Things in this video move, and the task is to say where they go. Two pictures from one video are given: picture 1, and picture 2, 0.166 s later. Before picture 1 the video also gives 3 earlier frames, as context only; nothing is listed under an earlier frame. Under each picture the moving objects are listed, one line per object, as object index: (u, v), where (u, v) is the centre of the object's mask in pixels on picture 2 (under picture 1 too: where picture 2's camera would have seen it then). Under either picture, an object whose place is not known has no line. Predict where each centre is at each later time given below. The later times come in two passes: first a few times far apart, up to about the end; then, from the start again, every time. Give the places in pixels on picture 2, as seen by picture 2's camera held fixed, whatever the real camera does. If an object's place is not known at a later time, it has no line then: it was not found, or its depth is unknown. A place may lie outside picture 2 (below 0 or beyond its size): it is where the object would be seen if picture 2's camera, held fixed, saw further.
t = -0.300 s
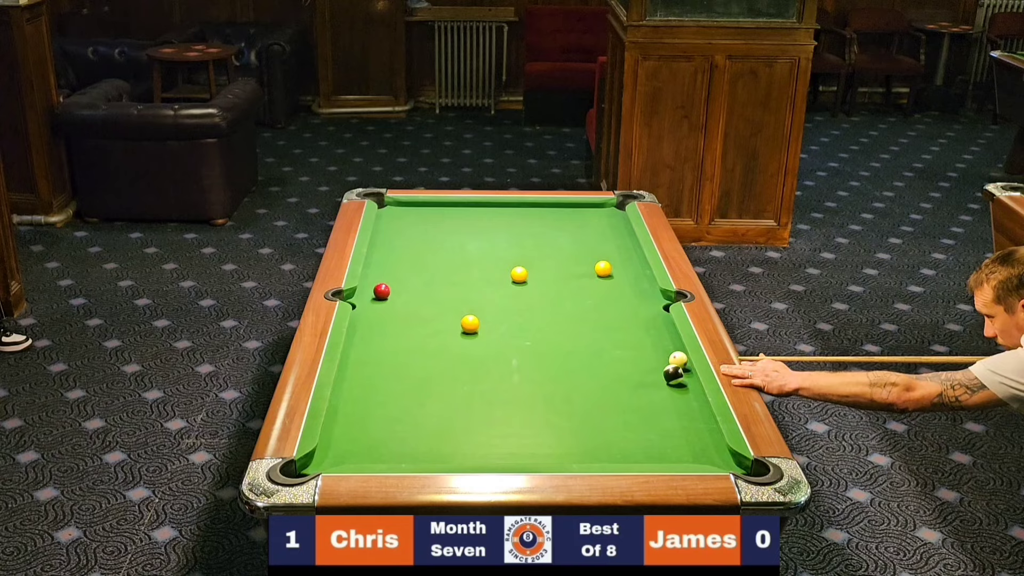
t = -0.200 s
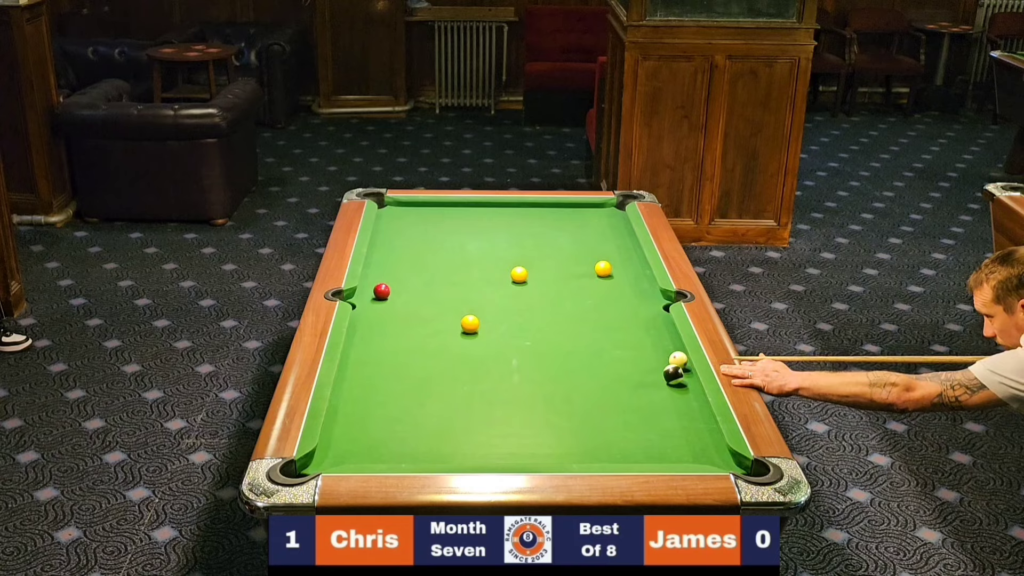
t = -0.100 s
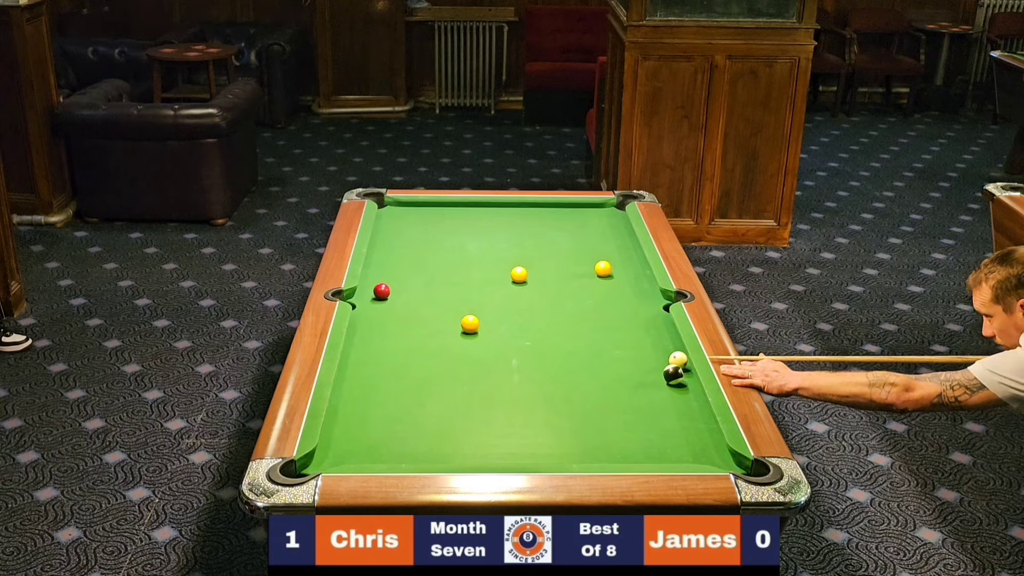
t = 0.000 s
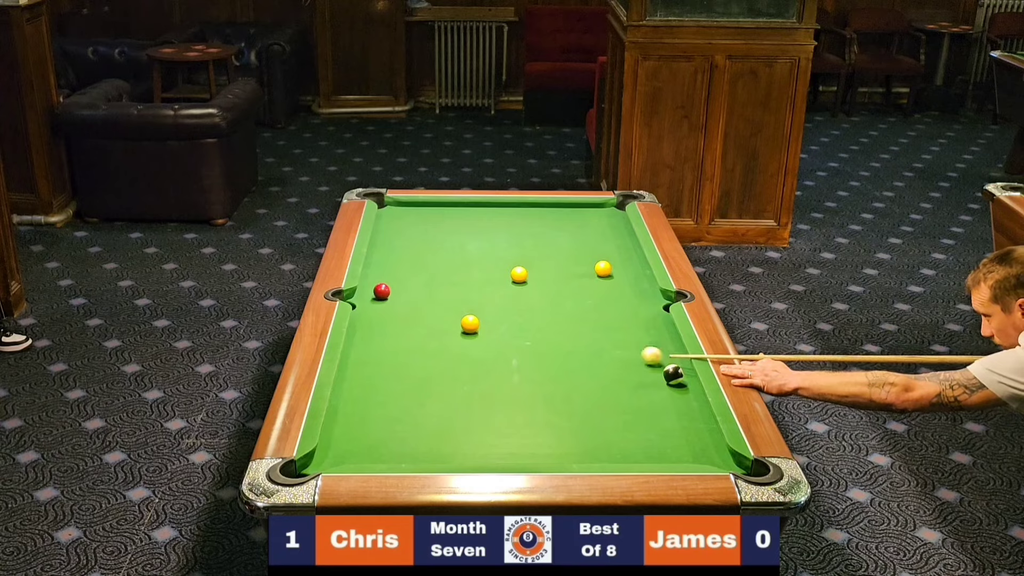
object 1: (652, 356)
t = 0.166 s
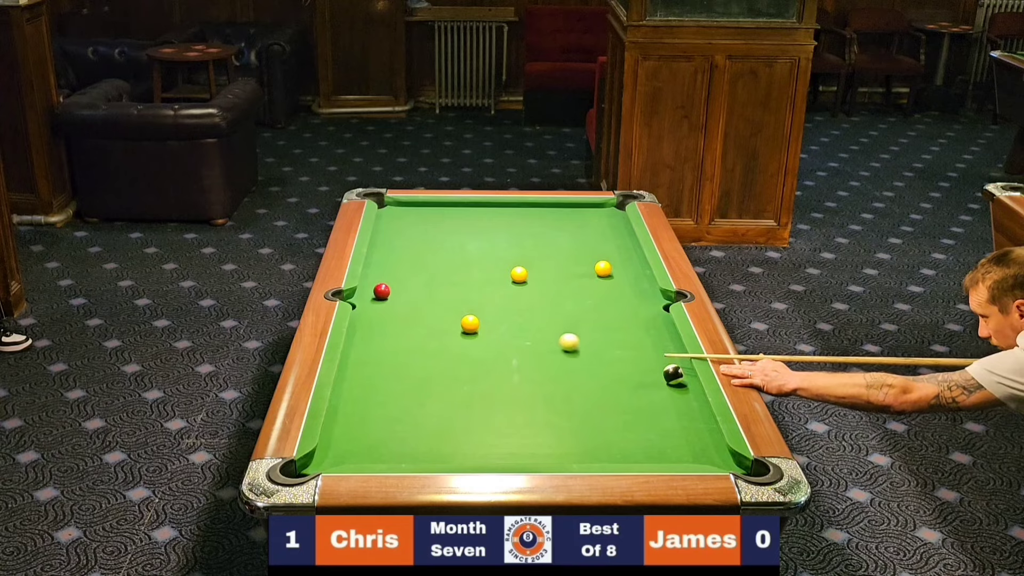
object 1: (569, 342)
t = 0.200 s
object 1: (553, 339)
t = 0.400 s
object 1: (484, 330)
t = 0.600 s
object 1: (464, 331)
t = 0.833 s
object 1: (440, 332)
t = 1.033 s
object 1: (422, 332)
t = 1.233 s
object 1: (405, 333)
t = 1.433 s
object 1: (390, 334)
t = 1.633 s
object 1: (376, 335)
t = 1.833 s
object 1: (363, 335)
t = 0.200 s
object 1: (553, 339)
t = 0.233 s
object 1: (538, 337)
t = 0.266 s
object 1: (522, 334)
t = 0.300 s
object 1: (507, 332)
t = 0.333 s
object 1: (492, 329)
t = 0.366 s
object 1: (485, 329)
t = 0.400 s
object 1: (484, 330)
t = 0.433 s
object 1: (481, 330)
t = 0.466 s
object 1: (478, 331)
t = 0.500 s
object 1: (474, 331)
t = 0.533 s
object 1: (471, 331)
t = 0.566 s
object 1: (467, 331)
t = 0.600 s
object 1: (464, 331)
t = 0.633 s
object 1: (460, 331)
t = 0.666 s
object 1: (457, 331)
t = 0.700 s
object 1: (454, 331)
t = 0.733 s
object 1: (450, 331)
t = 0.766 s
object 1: (446, 332)
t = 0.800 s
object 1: (443, 332)
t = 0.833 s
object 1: (440, 332)
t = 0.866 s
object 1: (437, 332)
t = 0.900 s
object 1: (434, 332)
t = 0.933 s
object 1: (431, 332)
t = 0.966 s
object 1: (428, 332)
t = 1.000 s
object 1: (425, 332)
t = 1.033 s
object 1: (422, 332)
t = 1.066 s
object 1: (419, 333)
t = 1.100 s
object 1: (416, 333)
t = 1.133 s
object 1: (413, 333)
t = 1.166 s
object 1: (410, 333)
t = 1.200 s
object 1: (407, 333)
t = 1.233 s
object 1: (405, 333)
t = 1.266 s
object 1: (402, 333)
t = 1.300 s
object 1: (400, 333)
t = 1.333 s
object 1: (397, 334)
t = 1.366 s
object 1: (394, 334)
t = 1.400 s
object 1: (392, 334)
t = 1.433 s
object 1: (390, 334)
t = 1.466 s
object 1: (387, 334)
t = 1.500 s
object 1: (385, 334)
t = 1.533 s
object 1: (382, 334)
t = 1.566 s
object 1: (380, 334)
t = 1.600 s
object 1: (378, 335)
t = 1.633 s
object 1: (376, 335)
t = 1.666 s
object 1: (374, 335)
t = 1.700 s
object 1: (371, 335)
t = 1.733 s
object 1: (369, 335)
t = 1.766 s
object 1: (367, 335)
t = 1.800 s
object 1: (365, 335)
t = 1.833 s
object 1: (363, 335)
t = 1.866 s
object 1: (361, 335)
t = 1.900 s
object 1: (359, 335)
